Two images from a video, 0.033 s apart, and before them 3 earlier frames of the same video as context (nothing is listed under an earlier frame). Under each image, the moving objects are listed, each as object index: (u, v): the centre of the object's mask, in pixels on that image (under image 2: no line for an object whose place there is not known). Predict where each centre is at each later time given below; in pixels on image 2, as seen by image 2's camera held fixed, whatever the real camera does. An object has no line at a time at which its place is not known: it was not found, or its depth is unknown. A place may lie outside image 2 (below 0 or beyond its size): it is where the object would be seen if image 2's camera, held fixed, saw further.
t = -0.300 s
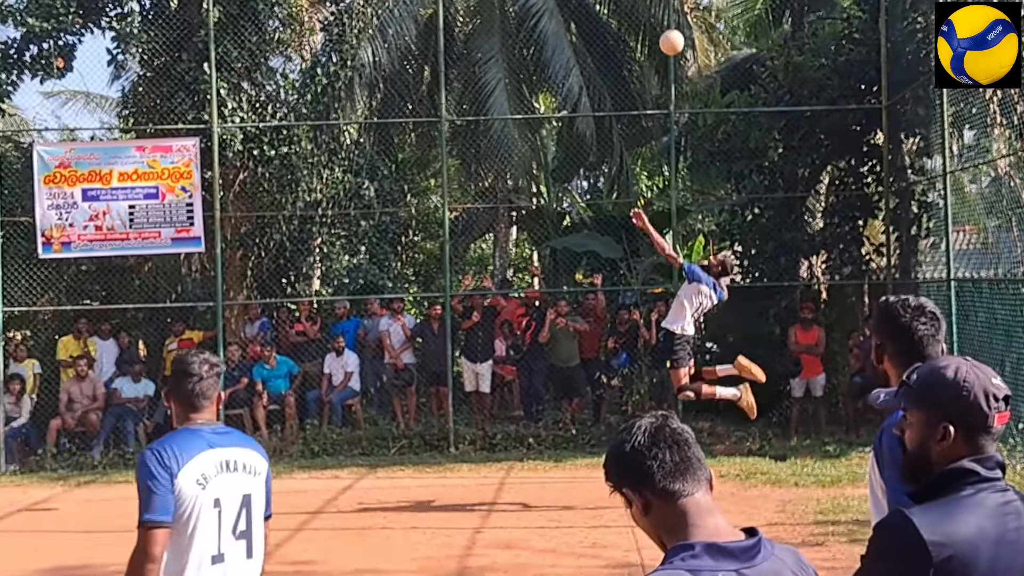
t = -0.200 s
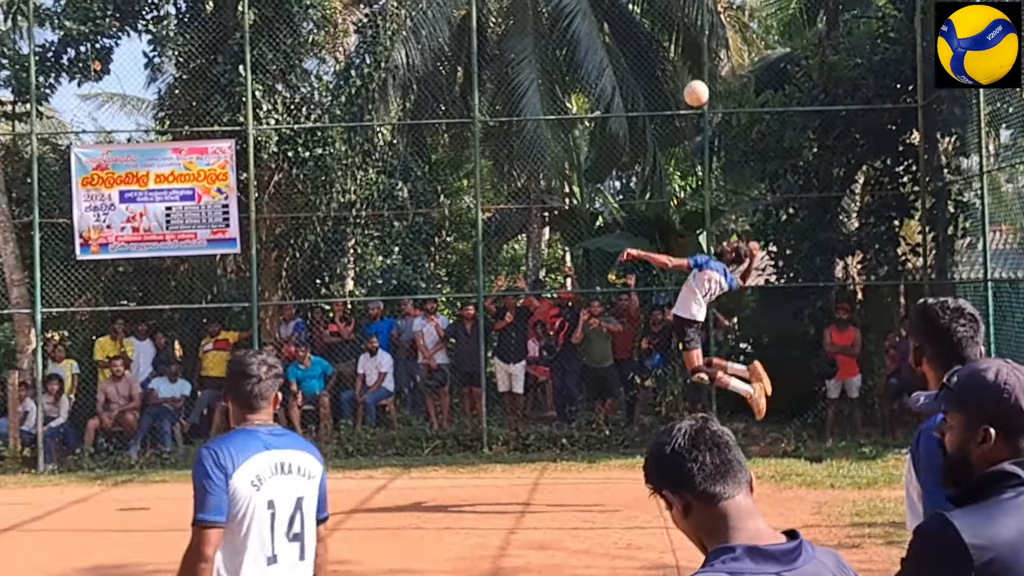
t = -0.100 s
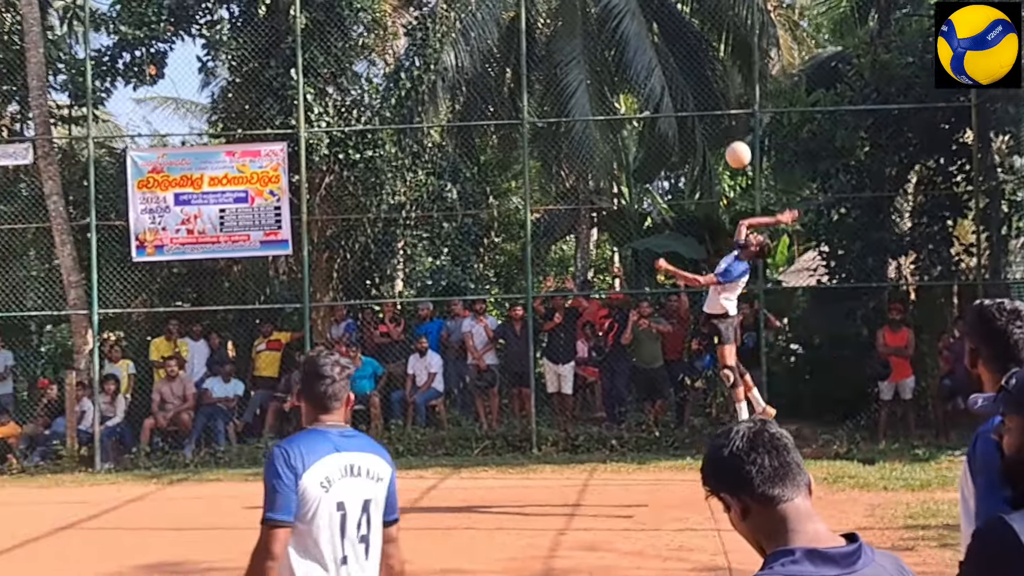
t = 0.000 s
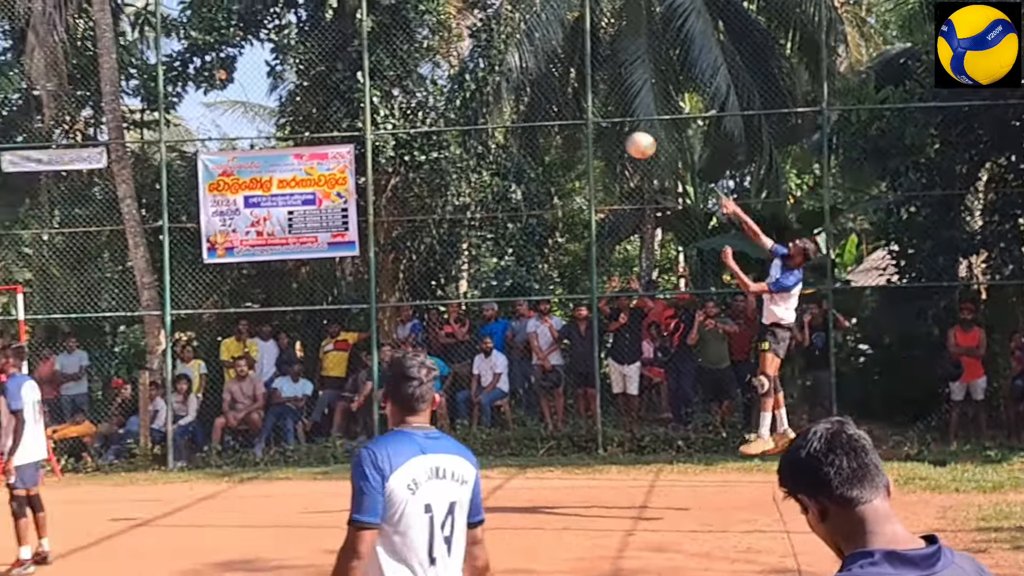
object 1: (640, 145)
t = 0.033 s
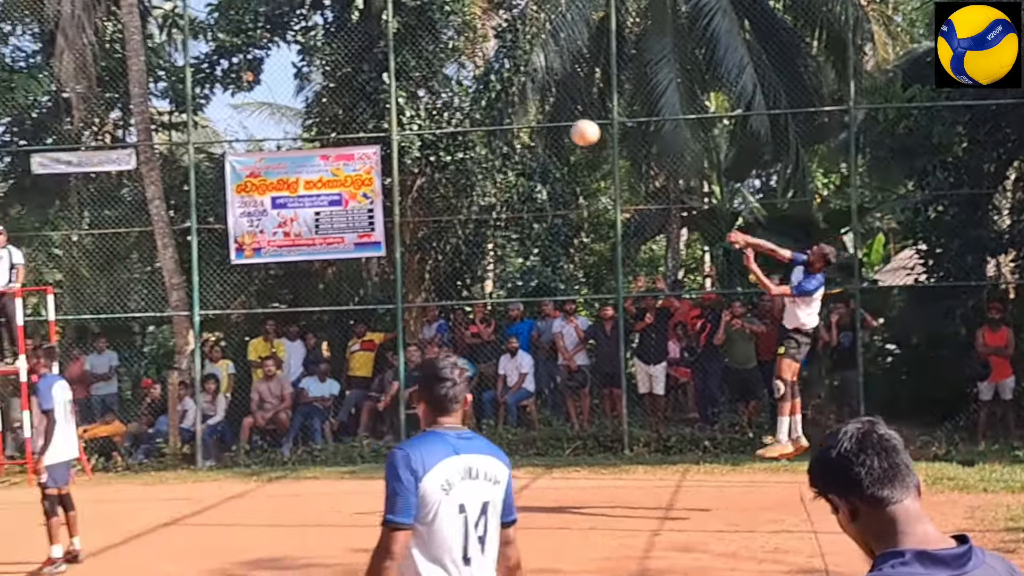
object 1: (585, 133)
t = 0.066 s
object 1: (502, 122)
